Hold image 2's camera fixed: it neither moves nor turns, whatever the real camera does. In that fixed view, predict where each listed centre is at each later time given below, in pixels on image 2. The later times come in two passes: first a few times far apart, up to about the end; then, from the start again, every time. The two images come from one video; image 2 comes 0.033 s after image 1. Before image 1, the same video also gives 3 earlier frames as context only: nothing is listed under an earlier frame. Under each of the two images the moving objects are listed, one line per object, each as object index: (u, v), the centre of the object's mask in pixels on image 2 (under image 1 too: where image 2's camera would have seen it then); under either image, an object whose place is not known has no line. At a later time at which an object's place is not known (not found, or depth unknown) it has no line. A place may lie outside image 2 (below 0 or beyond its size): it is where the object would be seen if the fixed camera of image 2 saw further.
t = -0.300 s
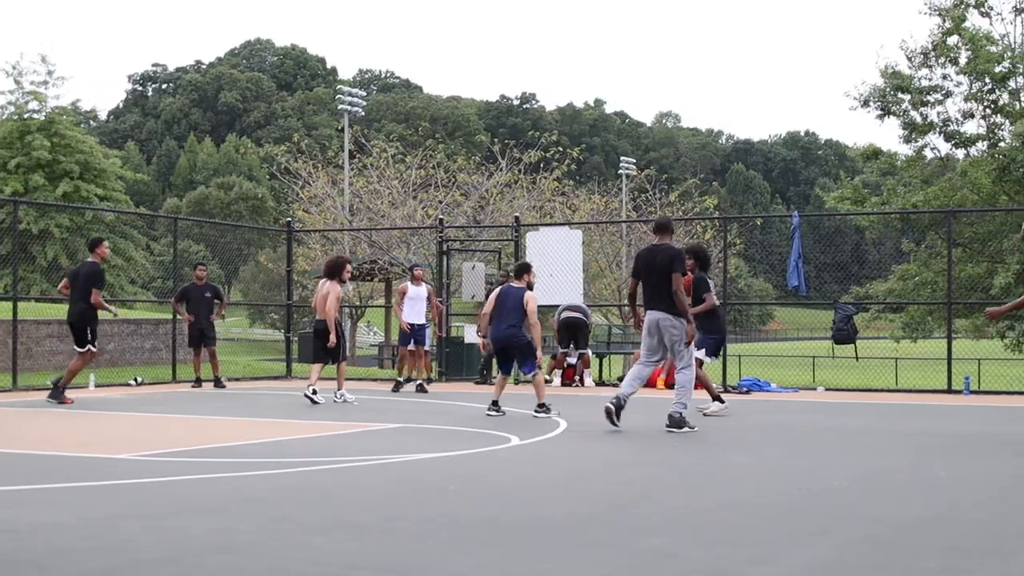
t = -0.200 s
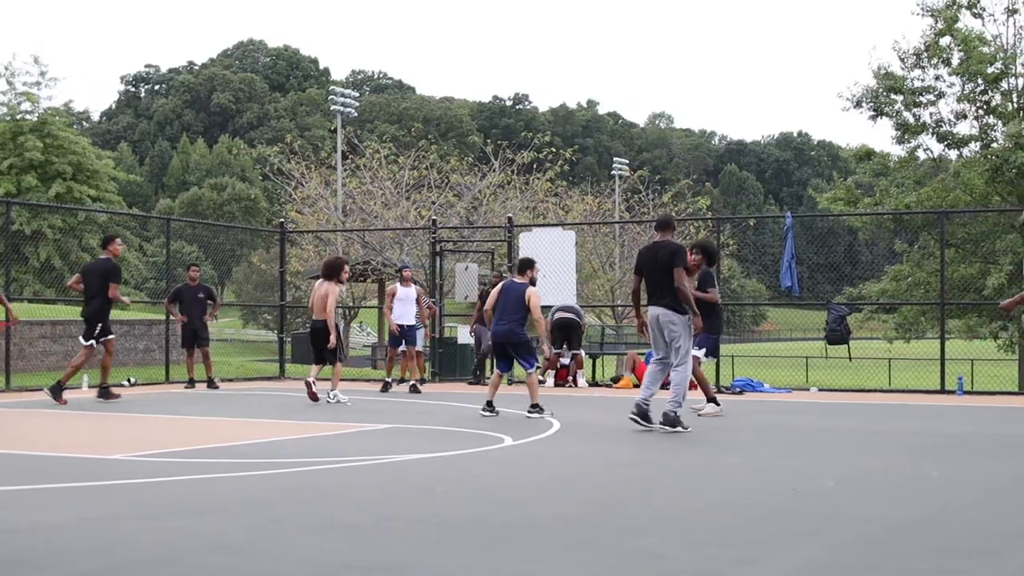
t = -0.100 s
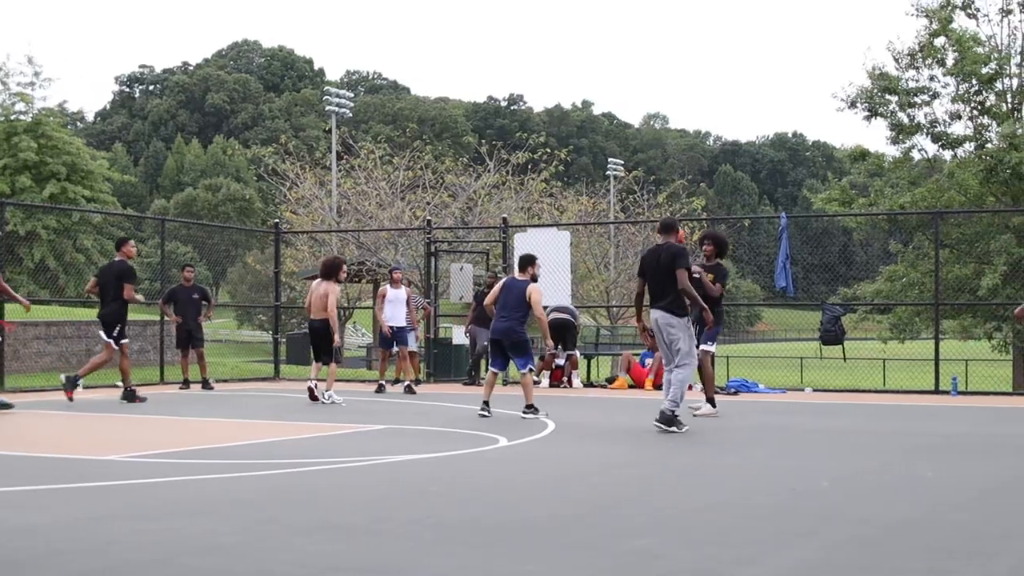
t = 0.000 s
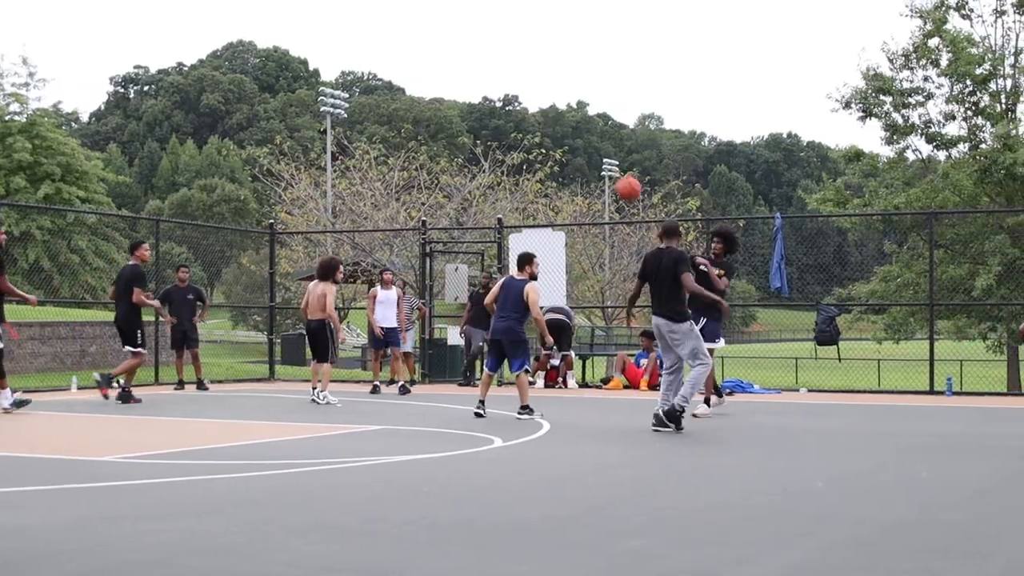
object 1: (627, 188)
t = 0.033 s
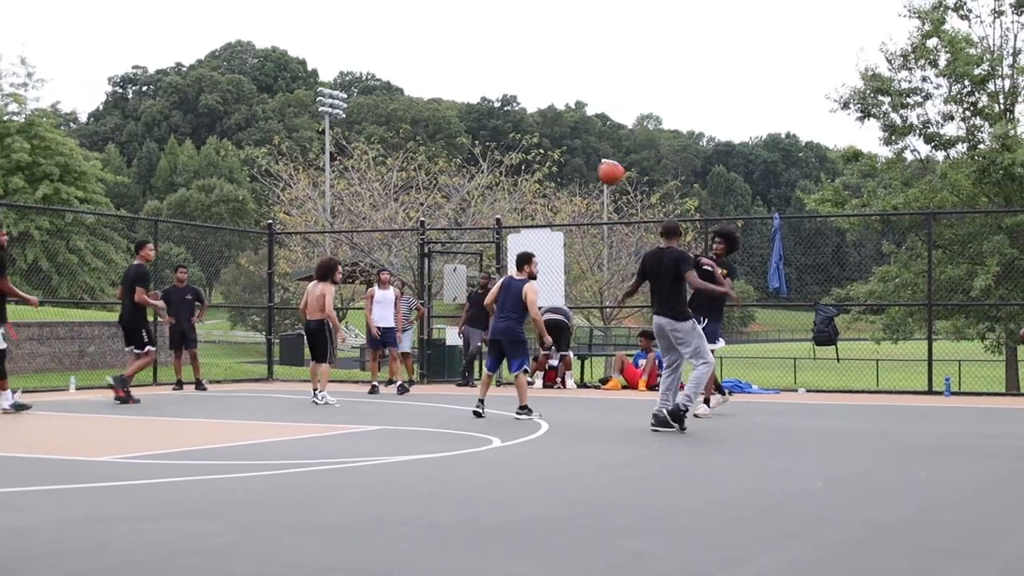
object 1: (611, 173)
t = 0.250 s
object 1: (483, 79)
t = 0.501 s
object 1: (291, 3)
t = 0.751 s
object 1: (13, -10)
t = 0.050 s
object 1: (602, 164)
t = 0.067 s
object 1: (593, 156)
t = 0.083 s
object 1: (585, 149)
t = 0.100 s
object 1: (576, 141)
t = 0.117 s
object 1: (567, 134)
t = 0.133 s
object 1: (558, 127)
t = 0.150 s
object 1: (549, 120)
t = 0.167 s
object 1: (540, 114)
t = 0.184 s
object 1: (529, 107)
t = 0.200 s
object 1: (518, 100)
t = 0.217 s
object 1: (508, 93)
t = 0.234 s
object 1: (494, 86)
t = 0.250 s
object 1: (483, 79)
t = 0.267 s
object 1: (472, 73)
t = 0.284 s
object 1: (462, 67)
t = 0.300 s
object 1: (452, 61)
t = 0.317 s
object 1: (441, 56)
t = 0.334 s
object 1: (430, 50)
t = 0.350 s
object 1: (418, 45)
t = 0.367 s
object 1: (405, 38)
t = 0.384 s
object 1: (392, 33)
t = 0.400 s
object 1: (378, 28)
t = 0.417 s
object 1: (364, 23)
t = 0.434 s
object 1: (350, 19)
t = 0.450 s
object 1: (336, 16)
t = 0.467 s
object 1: (321, 12)
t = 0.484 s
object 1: (307, 7)
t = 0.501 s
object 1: (291, 3)
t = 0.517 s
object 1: (275, 0)
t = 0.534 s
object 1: (259, -3)
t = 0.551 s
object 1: (243, -6)
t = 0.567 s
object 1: (226, -7)
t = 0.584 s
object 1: (210, -9)
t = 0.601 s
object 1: (193, -10)
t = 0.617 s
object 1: (175, -11)
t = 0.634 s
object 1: (157, -12)
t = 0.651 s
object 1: (137, -13)
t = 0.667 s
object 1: (118, -13)
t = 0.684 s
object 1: (98, -13)
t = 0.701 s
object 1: (77, -13)
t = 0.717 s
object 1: (56, -13)
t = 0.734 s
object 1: (35, -12)
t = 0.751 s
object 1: (13, -10)
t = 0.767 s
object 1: (-11, -8)
